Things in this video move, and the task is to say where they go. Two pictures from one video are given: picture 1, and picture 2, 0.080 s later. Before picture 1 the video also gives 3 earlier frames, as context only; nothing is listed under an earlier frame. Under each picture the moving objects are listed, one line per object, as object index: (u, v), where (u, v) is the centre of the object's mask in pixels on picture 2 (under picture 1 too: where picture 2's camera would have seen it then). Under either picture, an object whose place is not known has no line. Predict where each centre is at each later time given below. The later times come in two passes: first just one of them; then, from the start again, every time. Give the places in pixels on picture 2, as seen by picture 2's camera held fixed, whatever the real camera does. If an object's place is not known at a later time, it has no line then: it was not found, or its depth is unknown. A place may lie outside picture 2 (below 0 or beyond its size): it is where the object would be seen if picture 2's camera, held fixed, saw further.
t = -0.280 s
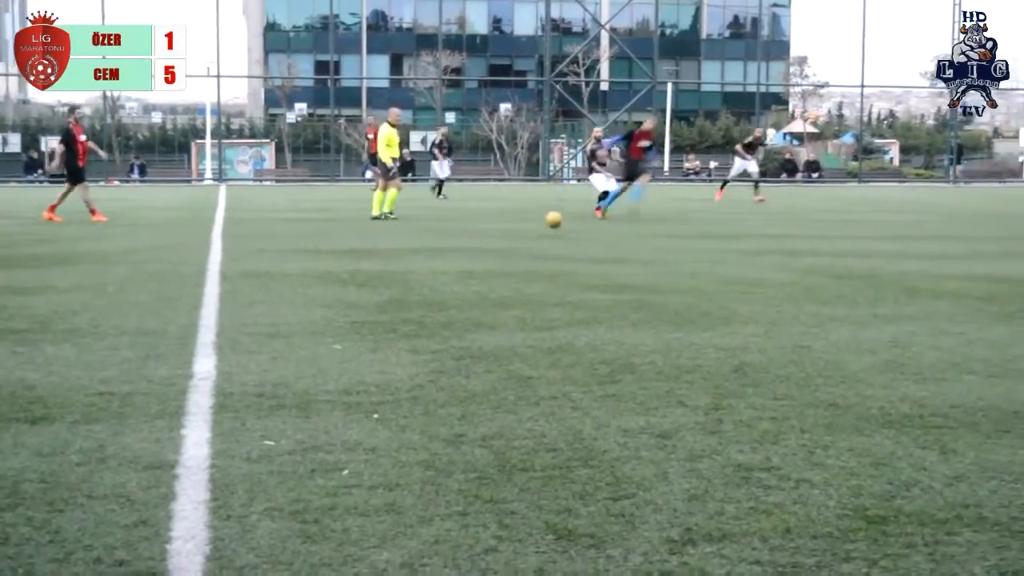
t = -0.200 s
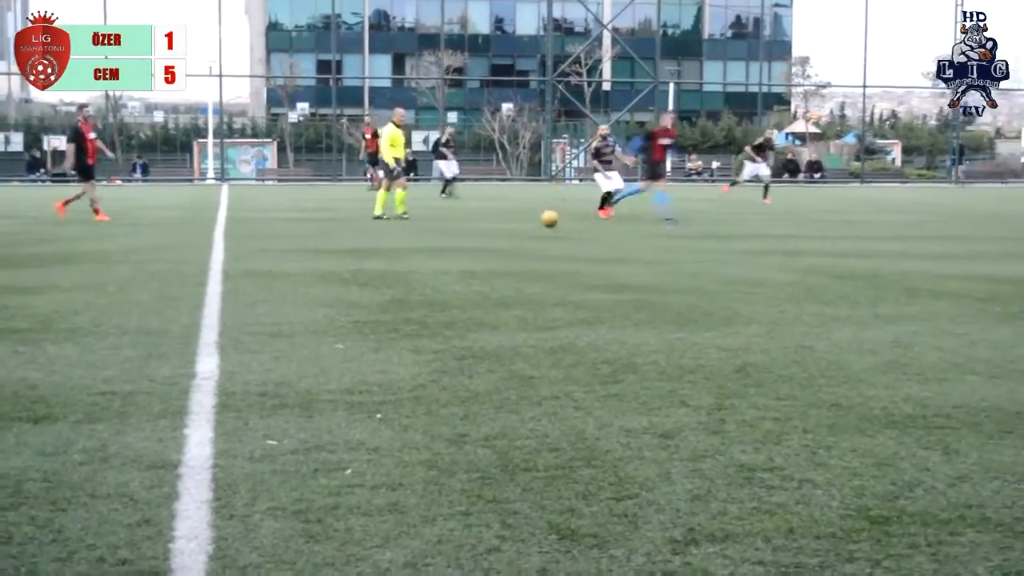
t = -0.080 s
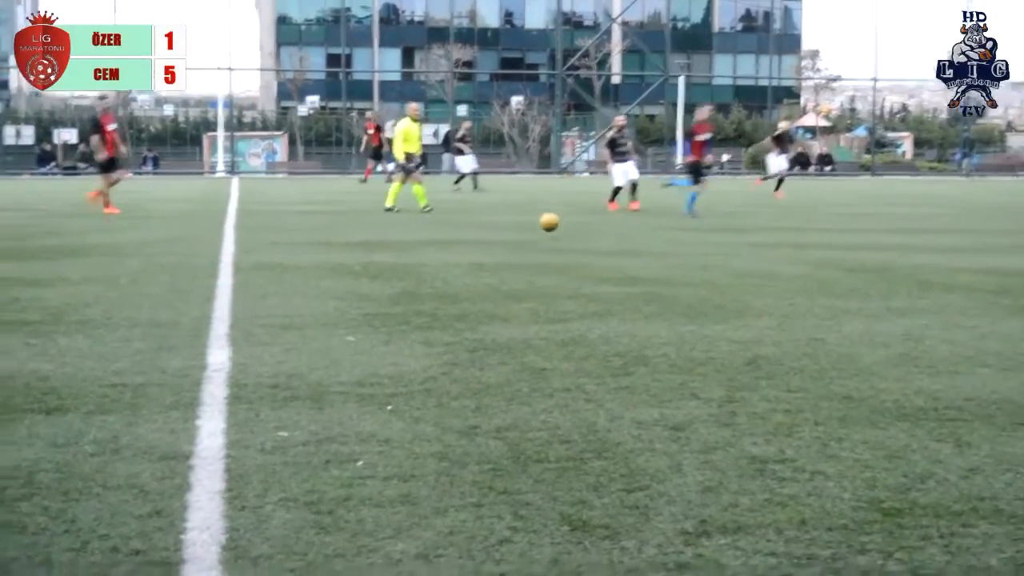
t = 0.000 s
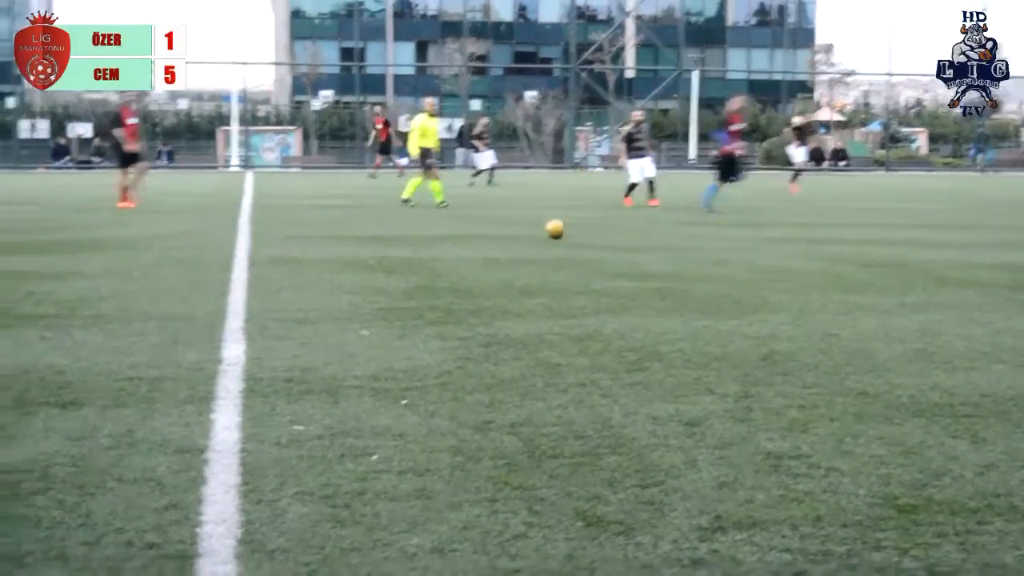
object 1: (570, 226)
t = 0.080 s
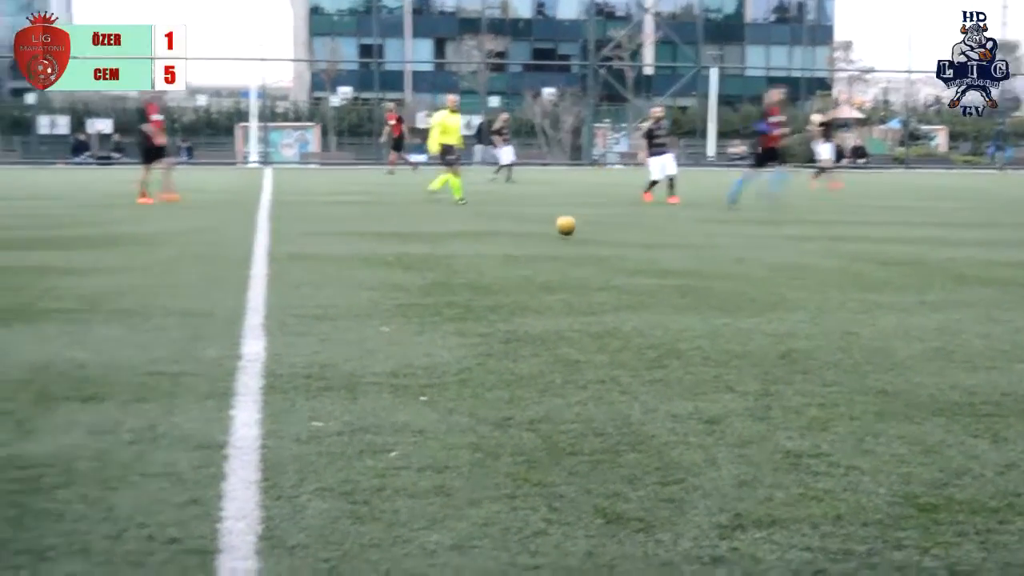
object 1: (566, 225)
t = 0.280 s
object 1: (548, 244)
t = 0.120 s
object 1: (563, 227)
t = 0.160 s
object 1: (560, 231)
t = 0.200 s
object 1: (556, 237)
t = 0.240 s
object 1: (552, 241)
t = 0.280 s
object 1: (548, 244)
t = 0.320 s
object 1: (544, 247)
